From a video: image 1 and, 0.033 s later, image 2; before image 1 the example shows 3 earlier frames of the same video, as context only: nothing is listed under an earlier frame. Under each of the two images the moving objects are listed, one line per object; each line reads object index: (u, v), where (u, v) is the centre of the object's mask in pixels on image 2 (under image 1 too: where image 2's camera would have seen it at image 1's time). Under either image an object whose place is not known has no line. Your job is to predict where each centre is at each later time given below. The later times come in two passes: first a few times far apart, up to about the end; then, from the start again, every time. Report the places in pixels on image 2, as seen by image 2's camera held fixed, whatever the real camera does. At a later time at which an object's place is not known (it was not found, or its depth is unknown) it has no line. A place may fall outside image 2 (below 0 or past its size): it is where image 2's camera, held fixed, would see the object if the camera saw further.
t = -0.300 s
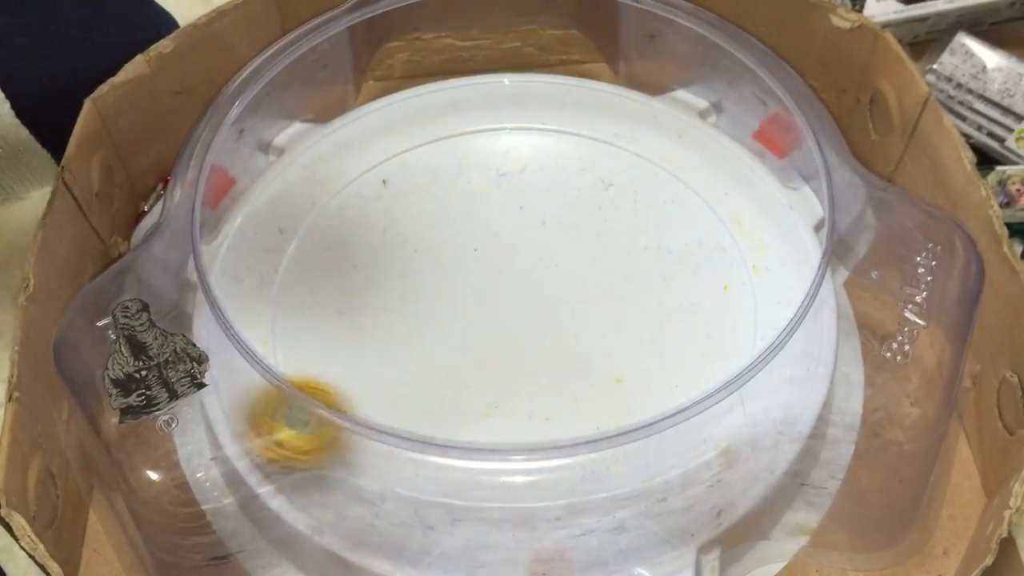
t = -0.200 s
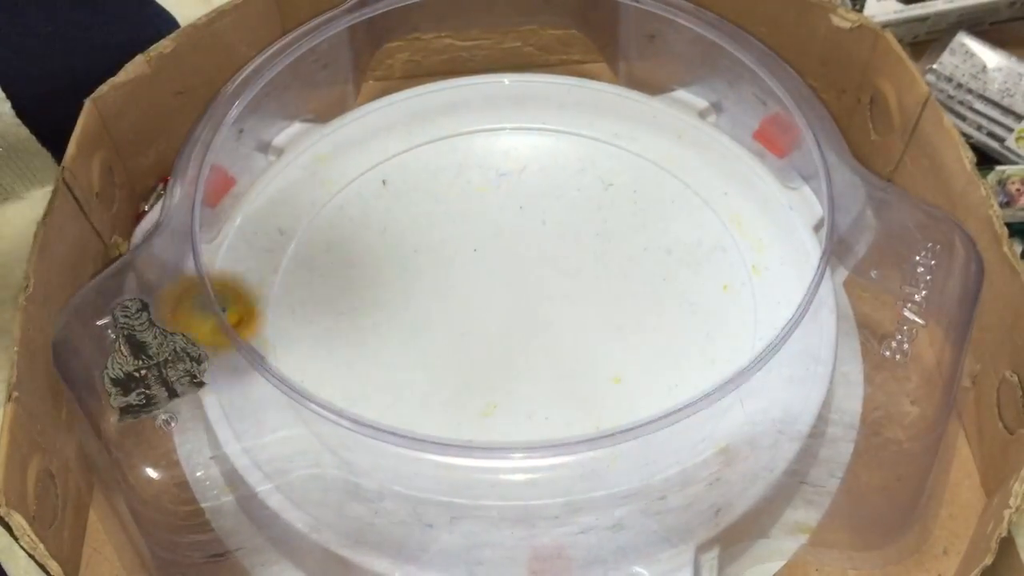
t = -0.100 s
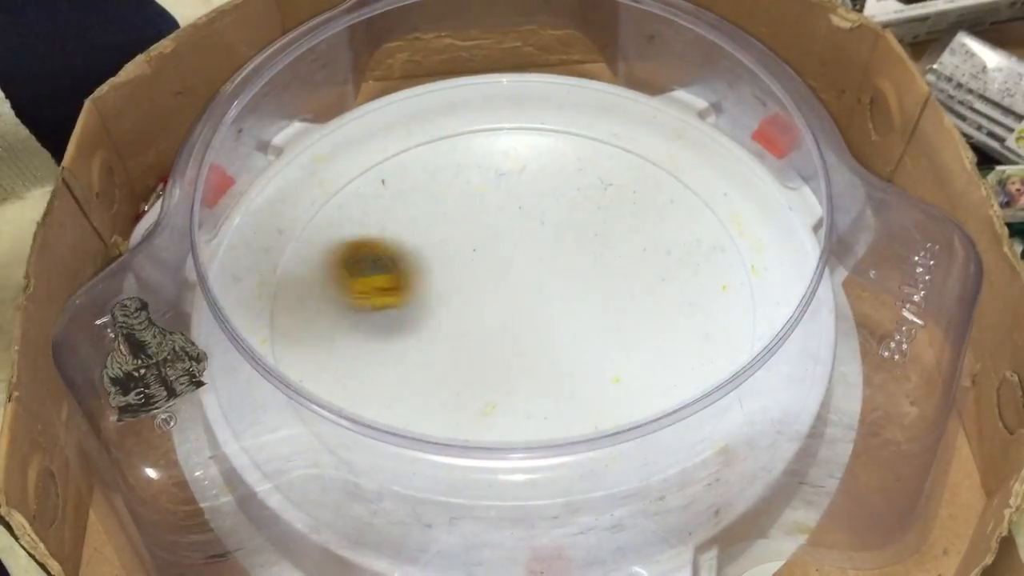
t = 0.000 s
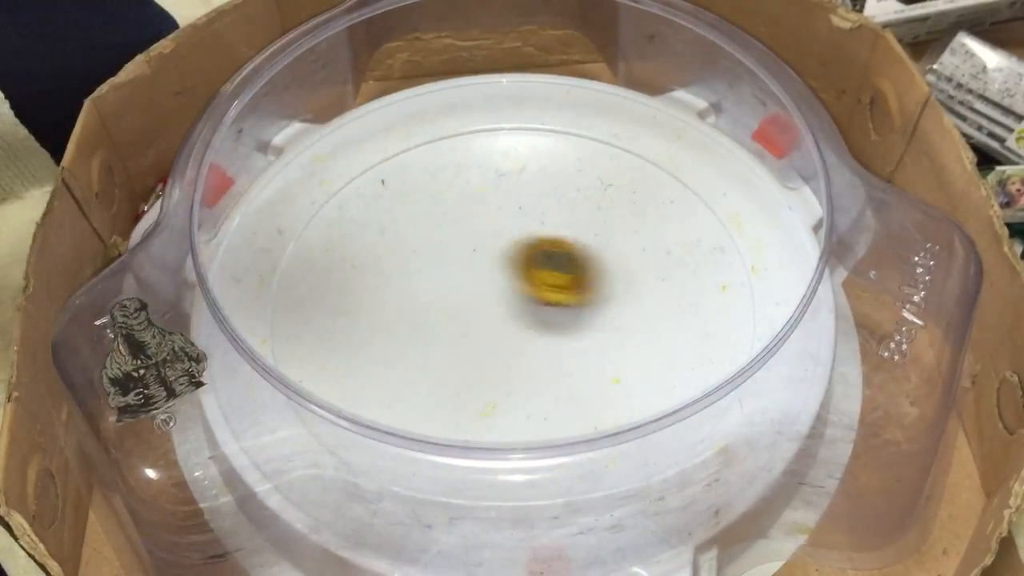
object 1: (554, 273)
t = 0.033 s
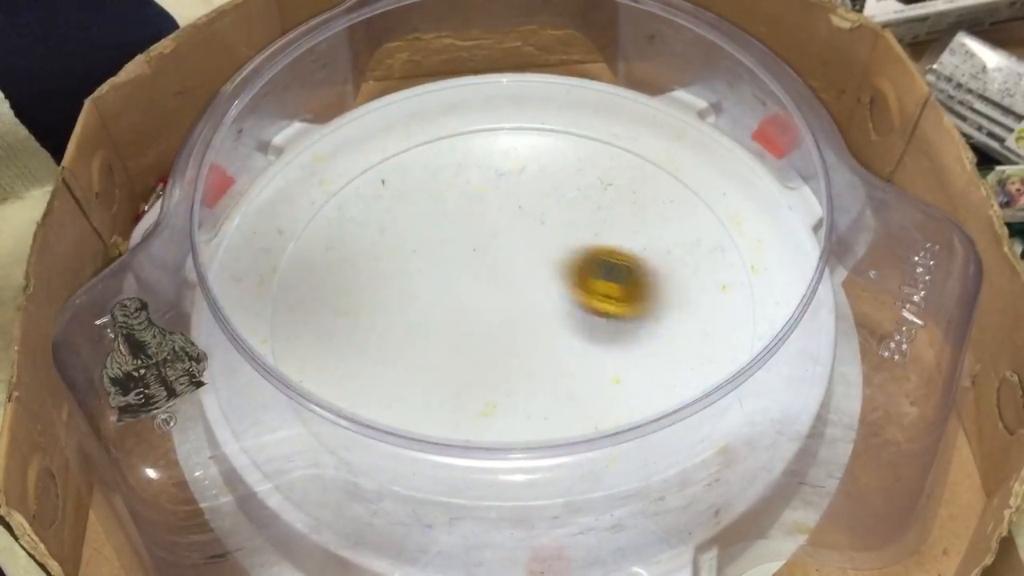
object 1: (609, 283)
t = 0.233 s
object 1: (693, 466)
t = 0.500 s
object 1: (414, 412)
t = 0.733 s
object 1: (528, 183)
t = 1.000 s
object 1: (773, 332)
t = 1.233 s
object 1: (538, 412)
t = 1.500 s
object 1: (467, 152)
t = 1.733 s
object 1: (708, 223)
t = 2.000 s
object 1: (442, 363)
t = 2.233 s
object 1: (373, 157)
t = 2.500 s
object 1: (627, 221)
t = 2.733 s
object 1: (419, 384)
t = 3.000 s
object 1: (352, 195)
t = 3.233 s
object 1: (577, 268)
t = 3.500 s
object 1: (422, 456)
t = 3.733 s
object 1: (360, 290)
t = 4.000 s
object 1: (652, 272)
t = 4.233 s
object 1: (622, 442)
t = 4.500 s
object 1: (432, 298)
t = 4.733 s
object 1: (603, 162)
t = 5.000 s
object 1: (657, 325)
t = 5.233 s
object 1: (396, 308)
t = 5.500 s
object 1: (458, 124)
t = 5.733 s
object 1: (611, 259)
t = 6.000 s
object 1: (379, 408)
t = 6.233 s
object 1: (311, 252)
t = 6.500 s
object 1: (582, 236)
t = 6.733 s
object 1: (665, 409)
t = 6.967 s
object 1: (447, 439)
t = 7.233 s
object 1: (442, 227)
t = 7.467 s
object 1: (637, 157)
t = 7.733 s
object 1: (653, 335)
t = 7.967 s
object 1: (404, 349)
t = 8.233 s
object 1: (356, 171)
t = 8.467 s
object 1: (549, 188)
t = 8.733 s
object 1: (585, 390)
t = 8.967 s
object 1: (399, 442)
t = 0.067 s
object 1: (657, 300)
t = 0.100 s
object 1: (702, 326)
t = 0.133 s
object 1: (736, 356)
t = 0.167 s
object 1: (726, 383)
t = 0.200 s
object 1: (705, 423)
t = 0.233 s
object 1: (693, 466)
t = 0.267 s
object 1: (653, 482)
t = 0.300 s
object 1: (614, 495)
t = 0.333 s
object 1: (575, 506)
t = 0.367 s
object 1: (534, 508)
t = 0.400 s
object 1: (497, 504)
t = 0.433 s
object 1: (463, 490)
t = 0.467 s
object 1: (436, 457)
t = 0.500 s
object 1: (414, 412)
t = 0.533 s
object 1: (395, 386)
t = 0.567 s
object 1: (394, 348)
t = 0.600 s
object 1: (403, 307)
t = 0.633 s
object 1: (423, 269)
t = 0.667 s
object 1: (451, 235)
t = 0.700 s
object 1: (486, 206)
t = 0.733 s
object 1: (528, 183)
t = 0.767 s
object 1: (577, 165)
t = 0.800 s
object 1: (624, 156)
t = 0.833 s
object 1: (673, 155)
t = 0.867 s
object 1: (700, 182)
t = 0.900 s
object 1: (725, 217)
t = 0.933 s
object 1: (745, 256)
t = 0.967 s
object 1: (759, 294)
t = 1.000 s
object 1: (773, 332)
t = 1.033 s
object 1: (772, 363)
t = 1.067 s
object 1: (757, 387)
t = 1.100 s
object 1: (728, 408)
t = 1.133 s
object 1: (689, 420)
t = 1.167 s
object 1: (643, 429)
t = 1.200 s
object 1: (590, 428)
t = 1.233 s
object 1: (538, 412)
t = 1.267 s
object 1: (492, 396)
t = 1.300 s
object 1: (457, 367)
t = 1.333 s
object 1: (433, 333)
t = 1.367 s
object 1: (421, 297)
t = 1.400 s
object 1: (418, 258)
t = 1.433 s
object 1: (426, 220)
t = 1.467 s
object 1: (443, 184)
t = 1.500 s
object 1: (467, 152)
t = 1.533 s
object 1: (497, 125)
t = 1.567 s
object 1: (534, 109)
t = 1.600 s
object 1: (580, 122)
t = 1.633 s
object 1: (620, 133)
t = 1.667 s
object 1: (657, 160)
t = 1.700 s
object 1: (688, 189)
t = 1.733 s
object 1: (708, 223)
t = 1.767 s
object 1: (715, 258)
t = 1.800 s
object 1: (705, 292)
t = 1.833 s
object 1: (681, 326)
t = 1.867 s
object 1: (644, 352)
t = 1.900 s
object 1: (597, 370)
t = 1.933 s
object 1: (545, 378)
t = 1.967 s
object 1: (492, 377)
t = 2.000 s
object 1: (442, 363)
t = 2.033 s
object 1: (401, 341)
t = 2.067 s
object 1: (370, 314)
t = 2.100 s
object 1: (347, 279)
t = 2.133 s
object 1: (335, 245)
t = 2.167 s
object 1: (332, 208)
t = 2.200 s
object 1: (339, 173)
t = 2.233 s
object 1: (373, 157)
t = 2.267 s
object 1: (419, 149)
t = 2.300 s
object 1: (457, 137)
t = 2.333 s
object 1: (495, 129)
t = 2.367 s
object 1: (535, 129)
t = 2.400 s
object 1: (570, 140)
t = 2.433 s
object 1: (598, 159)
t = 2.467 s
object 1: (618, 187)
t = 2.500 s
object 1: (627, 221)
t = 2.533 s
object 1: (623, 261)
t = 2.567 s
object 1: (609, 294)
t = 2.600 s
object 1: (584, 328)
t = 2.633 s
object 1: (550, 355)
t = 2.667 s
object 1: (509, 373)
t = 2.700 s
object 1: (465, 383)
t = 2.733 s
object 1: (419, 384)
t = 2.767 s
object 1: (376, 376)
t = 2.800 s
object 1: (338, 361)
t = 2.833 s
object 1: (306, 337)
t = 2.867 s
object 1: (286, 309)
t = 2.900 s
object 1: (284, 278)
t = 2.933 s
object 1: (307, 247)
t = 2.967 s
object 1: (327, 217)
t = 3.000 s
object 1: (352, 195)
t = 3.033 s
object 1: (385, 182)
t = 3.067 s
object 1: (422, 178)
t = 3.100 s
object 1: (459, 182)
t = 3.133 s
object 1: (496, 195)
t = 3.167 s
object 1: (529, 214)
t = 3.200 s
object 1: (556, 238)
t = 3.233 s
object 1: (577, 268)
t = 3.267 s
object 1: (589, 300)
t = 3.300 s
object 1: (591, 333)
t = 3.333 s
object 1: (584, 366)
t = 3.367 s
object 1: (566, 395)
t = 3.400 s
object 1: (538, 414)
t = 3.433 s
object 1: (503, 437)
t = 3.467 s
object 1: (464, 455)
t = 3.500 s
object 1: (422, 456)
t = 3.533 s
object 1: (383, 444)
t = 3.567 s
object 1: (352, 427)
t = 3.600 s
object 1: (331, 402)
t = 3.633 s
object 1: (325, 369)
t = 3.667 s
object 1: (323, 345)
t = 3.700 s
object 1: (338, 316)
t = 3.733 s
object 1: (360, 290)
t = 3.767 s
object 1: (390, 270)
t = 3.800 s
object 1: (424, 253)
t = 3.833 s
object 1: (462, 244)
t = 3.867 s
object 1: (503, 237)
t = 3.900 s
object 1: (544, 237)
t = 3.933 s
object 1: (583, 243)
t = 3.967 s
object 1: (620, 255)
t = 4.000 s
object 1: (652, 272)
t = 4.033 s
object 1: (678, 294)
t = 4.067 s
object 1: (694, 320)
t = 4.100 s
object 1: (700, 348)
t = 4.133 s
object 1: (692, 370)
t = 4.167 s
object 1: (682, 403)
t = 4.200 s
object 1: (655, 428)
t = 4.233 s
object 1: (622, 442)
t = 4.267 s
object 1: (586, 448)
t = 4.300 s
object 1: (545, 444)
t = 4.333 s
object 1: (508, 421)
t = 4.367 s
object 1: (477, 409)
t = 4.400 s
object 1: (452, 386)
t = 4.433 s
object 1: (438, 357)
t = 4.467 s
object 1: (431, 328)
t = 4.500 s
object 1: (432, 298)
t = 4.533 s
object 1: (443, 268)
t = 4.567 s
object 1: (458, 240)
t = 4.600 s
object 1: (481, 215)
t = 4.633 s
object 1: (506, 193)
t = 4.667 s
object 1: (538, 178)
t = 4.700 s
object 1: (572, 167)
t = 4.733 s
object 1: (603, 162)
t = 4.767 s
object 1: (637, 166)
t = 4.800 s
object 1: (665, 177)
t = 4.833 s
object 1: (688, 194)
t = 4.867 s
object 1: (703, 219)
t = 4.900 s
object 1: (709, 245)
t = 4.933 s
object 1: (701, 274)
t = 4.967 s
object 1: (684, 301)
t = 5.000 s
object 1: (657, 325)
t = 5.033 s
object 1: (621, 344)
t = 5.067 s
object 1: (582, 356)
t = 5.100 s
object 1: (538, 361)
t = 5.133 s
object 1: (496, 358)
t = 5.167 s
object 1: (458, 348)
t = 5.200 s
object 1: (423, 331)
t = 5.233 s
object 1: (396, 308)
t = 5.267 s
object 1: (379, 281)
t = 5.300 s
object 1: (368, 253)
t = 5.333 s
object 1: (365, 223)
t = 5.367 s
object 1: (370, 194)
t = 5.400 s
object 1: (383, 168)
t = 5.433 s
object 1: (403, 148)
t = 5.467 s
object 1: (430, 131)
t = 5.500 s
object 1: (458, 124)
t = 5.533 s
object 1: (488, 123)
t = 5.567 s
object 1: (520, 131)
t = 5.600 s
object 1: (550, 145)
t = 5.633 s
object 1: (575, 167)
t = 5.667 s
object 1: (594, 193)
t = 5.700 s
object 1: (607, 224)
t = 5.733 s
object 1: (611, 259)
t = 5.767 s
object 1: (606, 293)
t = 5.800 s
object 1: (592, 325)
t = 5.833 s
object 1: (568, 354)
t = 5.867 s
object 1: (539, 378)
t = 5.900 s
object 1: (503, 400)
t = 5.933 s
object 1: (463, 408)
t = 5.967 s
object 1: (422, 407)
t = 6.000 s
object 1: (379, 408)
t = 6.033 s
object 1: (343, 398)
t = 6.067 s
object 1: (314, 379)
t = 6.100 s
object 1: (292, 356)
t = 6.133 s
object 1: (286, 327)
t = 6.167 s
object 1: (286, 302)
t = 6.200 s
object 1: (295, 275)
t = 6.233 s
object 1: (311, 252)
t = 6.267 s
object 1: (336, 233)
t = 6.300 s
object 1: (366, 218)
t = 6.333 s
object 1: (400, 207)
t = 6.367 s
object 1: (439, 204)
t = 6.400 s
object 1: (476, 204)
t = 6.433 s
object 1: (513, 210)
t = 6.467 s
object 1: (551, 221)
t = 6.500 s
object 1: (582, 236)
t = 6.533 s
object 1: (613, 254)
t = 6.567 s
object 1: (636, 276)
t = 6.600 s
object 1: (655, 301)
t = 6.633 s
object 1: (670, 328)
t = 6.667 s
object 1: (675, 356)
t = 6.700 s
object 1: (670, 377)
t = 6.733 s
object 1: (665, 409)
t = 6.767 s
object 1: (646, 433)
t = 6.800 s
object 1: (621, 452)
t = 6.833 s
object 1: (591, 467)
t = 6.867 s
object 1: (550, 472)
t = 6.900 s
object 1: (514, 467)
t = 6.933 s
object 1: (481, 457)
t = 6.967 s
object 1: (447, 439)
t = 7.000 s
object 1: (425, 409)
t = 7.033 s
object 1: (406, 390)
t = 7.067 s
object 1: (396, 363)
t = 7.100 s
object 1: (394, 334)
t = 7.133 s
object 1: (399, 305)
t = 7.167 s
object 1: (409, 275)
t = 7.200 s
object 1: (423, 250)
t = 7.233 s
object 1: (442, 227)
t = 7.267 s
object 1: (465, 203)
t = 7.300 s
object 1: (490, 186)
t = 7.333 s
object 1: (517, 172)
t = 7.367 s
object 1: (548, 161)
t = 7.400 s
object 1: (579, 154)
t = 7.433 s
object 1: (608, 153)
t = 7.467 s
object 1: (637, 157)
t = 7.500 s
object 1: (664, 166)
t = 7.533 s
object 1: (685, 181)
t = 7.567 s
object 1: (701, 204)
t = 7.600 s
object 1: (710, 228)
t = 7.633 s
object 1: (710, 255)
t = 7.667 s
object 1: (698, 284)
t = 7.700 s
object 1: (681, 311)
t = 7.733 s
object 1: (653, 335)
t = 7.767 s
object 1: (622, 351)
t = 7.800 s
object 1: (586, 366)
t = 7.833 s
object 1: (547, 373)
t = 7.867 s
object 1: (509, 377)
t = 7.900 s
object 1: (470, 372)
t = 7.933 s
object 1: (434, 363)
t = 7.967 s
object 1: (404, 349)
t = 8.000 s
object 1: (378, 332)
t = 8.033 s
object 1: (357, 310)
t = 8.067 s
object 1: (340, 286)
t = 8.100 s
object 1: (331, 262)
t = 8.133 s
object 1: (328, 238)
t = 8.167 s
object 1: (331, 213)
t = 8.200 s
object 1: (341, 191)
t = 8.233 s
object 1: (356, 171)
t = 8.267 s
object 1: (378, 158)
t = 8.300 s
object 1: (404, 149)
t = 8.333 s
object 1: (433, 146)
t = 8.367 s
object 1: (464, 148)
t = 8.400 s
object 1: (495, 157)
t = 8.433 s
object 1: (523, 170)
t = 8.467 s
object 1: (549, 188)
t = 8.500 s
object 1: (572, 209)
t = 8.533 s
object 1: (589, 233)
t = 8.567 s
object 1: (601, 258)
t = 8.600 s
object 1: (609, 285)
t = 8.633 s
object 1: (611, 313)
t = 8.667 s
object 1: (608, 339)
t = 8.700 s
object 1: (600, 365)
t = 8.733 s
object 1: (585, 390)
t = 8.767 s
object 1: (568, 407)
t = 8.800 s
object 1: (543, 419)
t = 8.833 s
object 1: (520, 446)
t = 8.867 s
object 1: (490, 454)
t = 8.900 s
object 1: (458, 457)
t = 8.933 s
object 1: (425, 452)
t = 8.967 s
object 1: (399, 442)
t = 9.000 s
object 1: (375, 426)
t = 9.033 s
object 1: (359, 405)
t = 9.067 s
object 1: (351, 379)
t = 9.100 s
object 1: (348, 358)
